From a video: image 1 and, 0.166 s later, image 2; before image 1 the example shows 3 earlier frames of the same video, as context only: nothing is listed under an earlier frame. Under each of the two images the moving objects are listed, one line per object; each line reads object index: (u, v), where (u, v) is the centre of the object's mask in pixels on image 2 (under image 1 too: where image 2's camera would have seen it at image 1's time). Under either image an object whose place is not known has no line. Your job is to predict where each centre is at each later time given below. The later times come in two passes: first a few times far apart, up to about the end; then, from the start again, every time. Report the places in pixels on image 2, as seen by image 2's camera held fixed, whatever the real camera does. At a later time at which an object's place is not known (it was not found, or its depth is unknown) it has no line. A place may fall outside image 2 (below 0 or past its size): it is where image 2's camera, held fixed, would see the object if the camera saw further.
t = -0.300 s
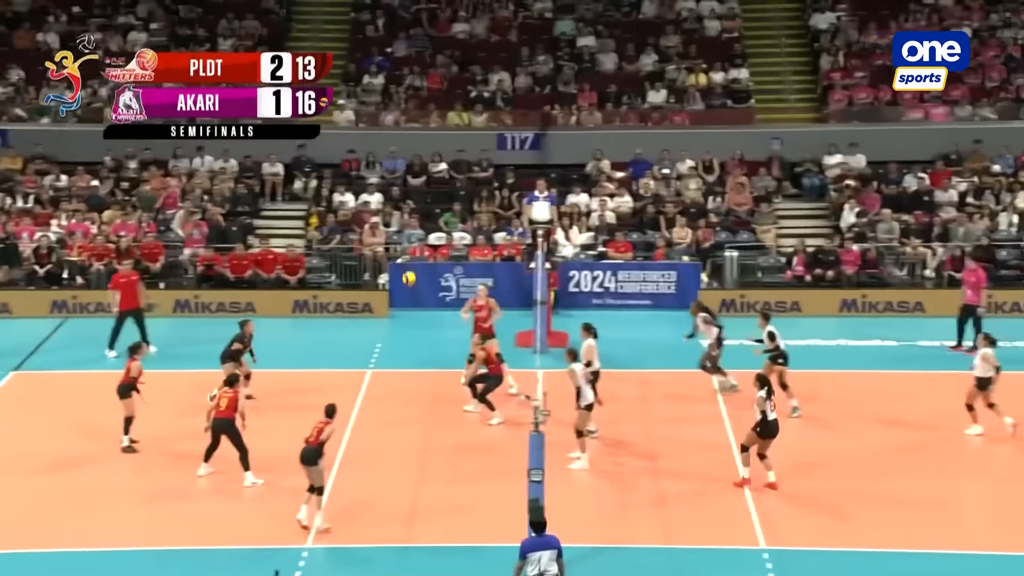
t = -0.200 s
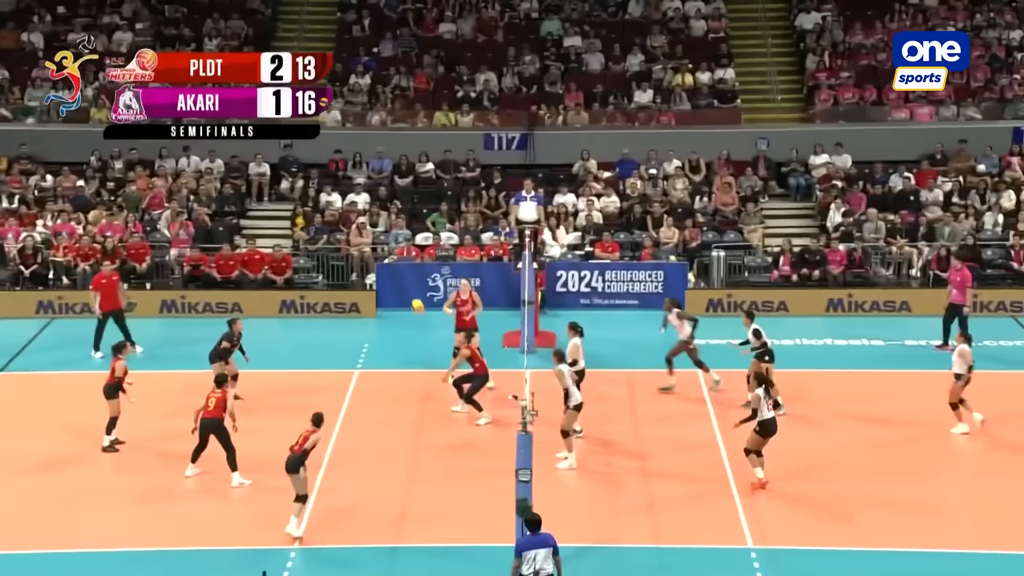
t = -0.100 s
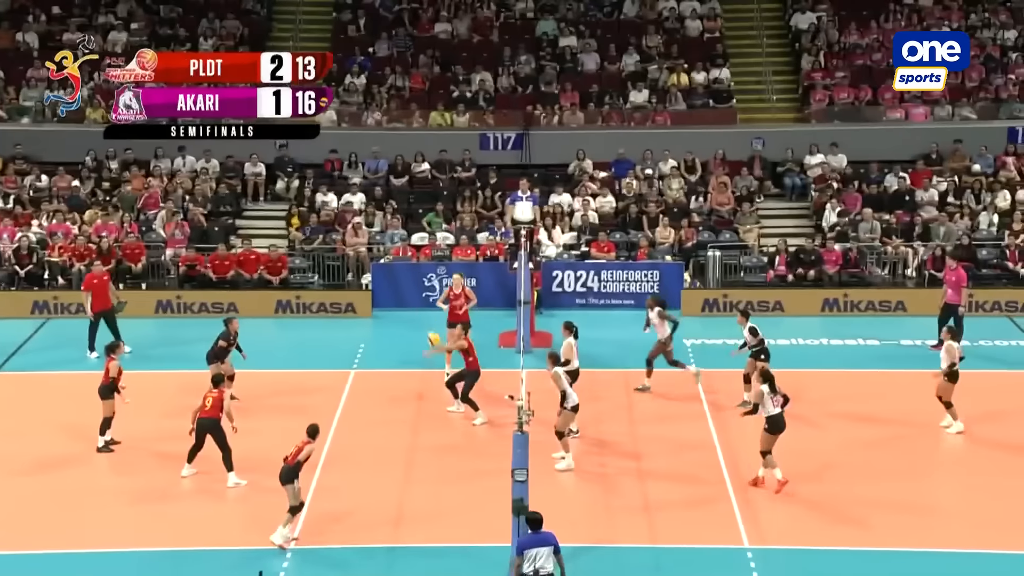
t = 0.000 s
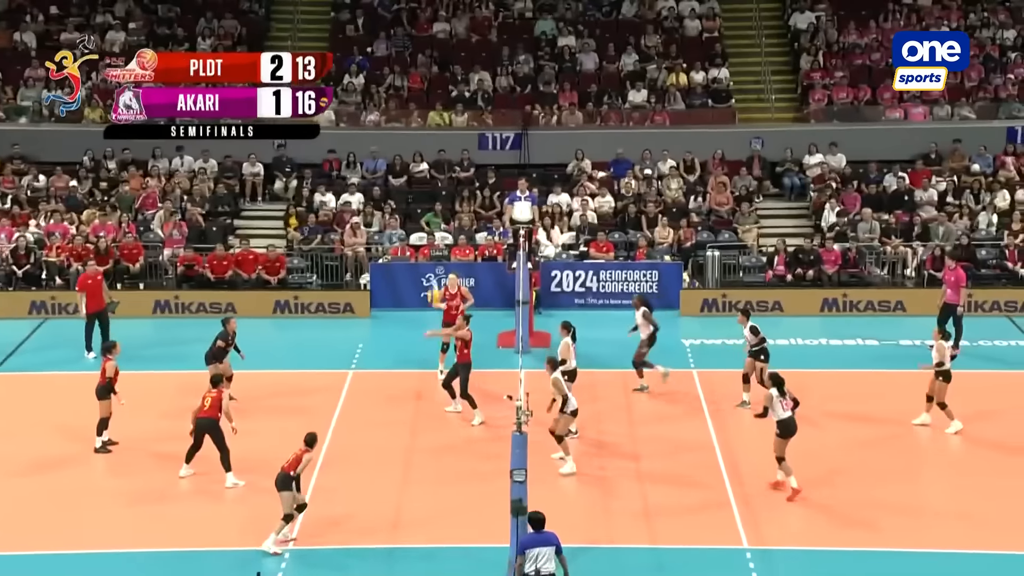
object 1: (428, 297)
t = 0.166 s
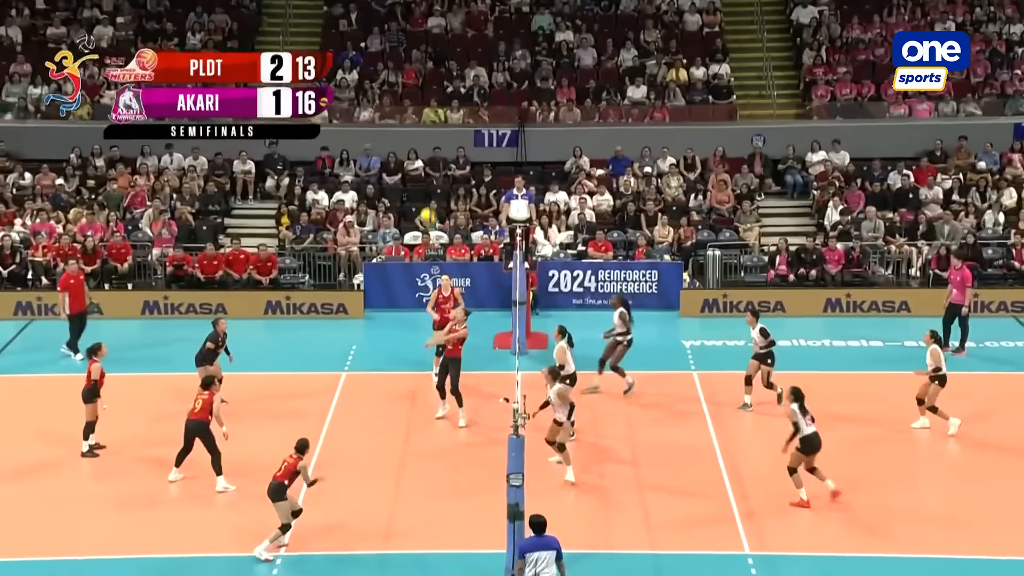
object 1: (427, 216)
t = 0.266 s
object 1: (426, 176)
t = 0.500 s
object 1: (423, 106)
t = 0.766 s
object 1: (420, 68)
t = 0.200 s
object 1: (425, 201)
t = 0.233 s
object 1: (427, 189)
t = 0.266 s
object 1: (426, 176)
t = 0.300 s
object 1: (426, 164)
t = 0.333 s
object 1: (425, 152)
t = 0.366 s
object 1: (425, 141)
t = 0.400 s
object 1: (424, 132)
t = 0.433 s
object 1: (424, 122)
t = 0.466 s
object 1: (423, 113)
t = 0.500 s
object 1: (423, 106)
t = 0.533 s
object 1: (423, 98)
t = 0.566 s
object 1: (422, 91)
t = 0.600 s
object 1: (422, 86)
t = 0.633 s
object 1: (421, 81)
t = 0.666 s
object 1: (421, 77)
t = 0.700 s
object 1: (421, 72)
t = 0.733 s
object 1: (421, 69)
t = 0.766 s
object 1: (420, 68)
